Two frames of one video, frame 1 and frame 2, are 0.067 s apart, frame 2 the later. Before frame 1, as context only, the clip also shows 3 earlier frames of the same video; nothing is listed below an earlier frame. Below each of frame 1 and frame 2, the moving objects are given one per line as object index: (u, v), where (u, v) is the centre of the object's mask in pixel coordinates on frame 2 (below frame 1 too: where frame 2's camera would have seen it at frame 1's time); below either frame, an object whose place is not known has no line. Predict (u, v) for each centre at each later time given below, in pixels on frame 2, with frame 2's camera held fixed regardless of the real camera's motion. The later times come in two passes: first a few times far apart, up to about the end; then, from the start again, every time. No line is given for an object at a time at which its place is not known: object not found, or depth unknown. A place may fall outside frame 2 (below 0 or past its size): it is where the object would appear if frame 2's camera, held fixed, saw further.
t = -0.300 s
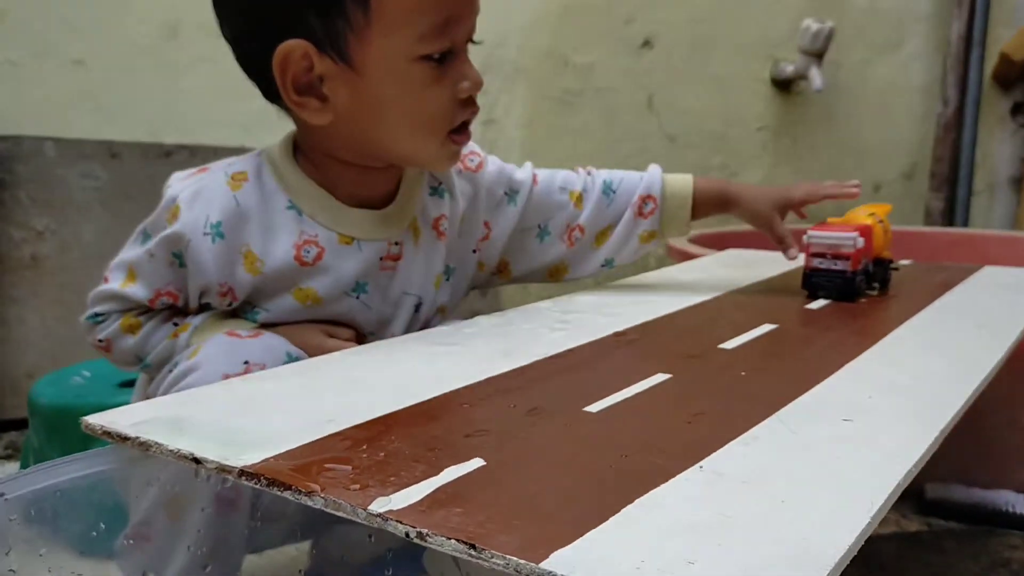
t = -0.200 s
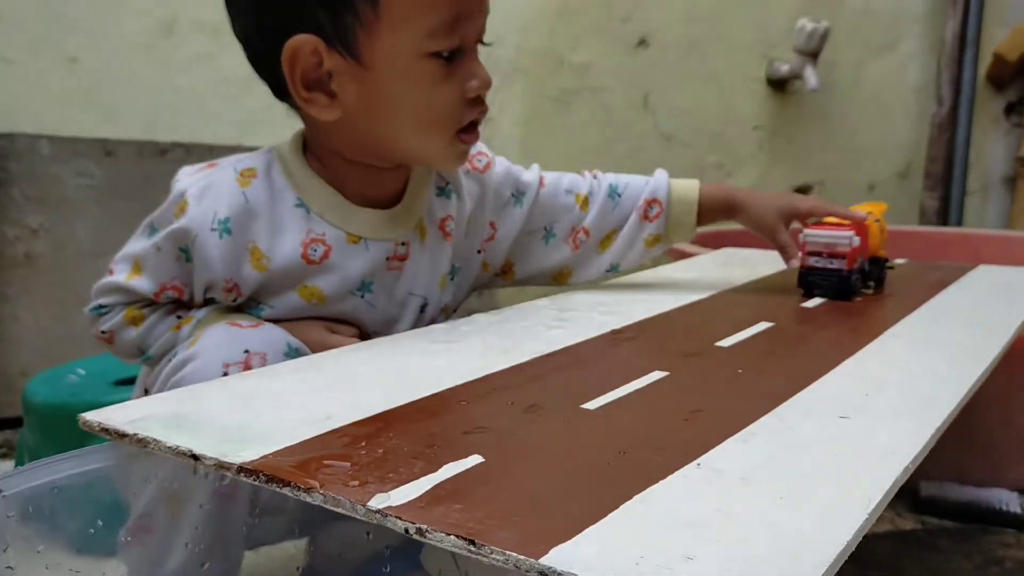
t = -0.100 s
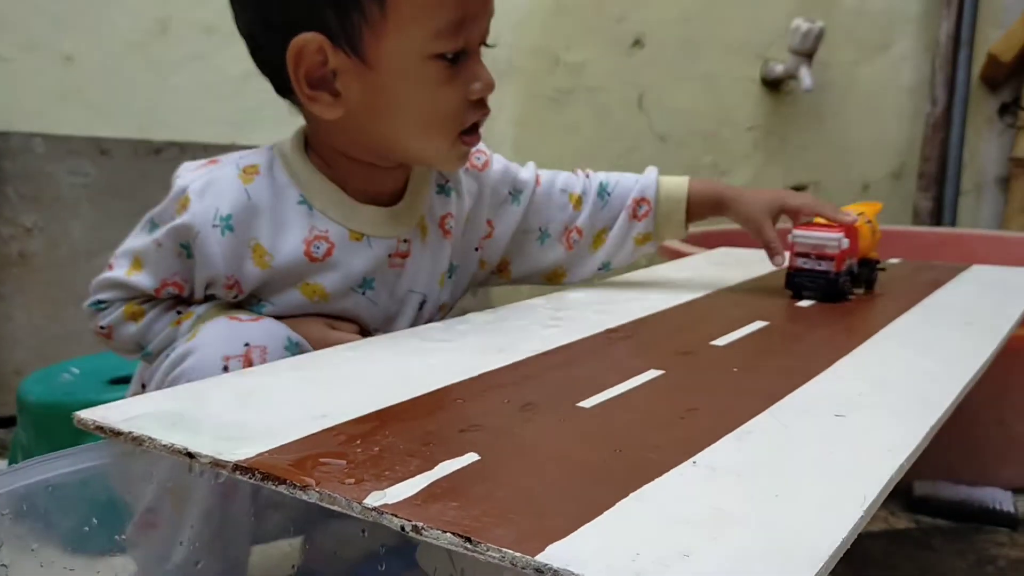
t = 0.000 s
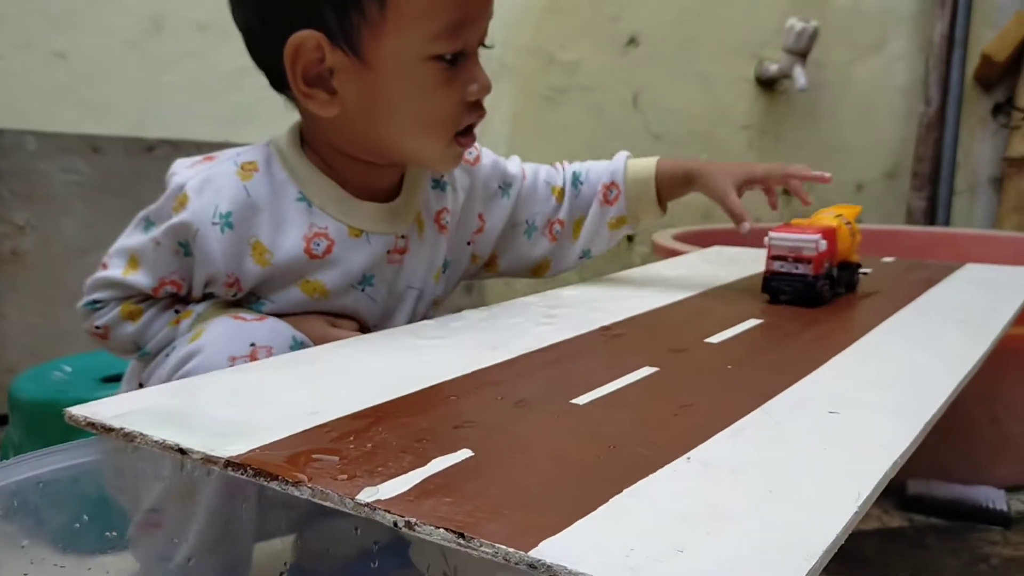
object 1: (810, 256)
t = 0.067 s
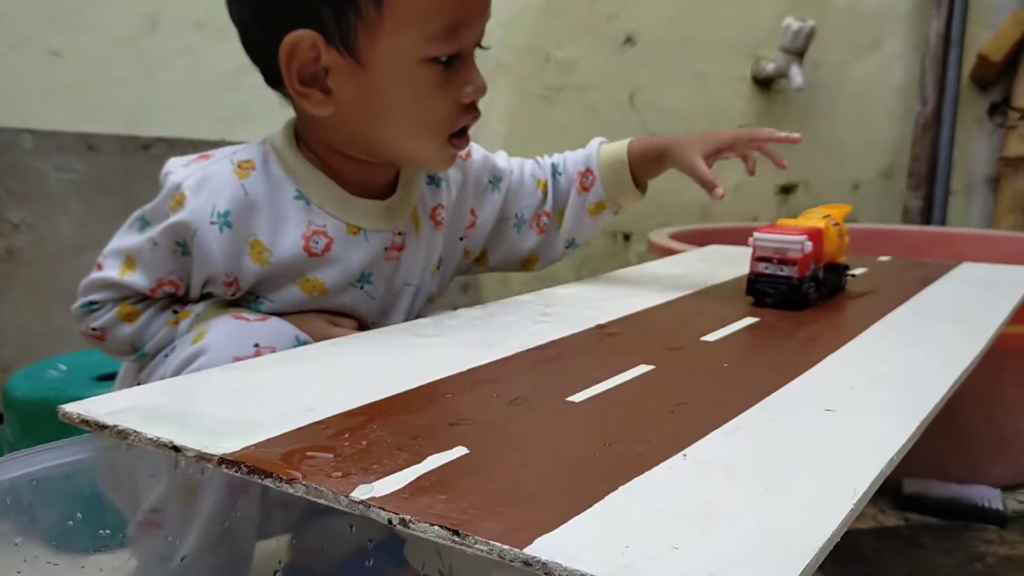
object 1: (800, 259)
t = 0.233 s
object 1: (771, 267)
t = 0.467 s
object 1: (725, 281)
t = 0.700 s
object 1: (669, 297)
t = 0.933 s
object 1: (598, 316)
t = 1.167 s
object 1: (514, 339)
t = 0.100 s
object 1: (794, 261)
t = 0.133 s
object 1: (788, 262)
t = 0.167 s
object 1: (783, 264)
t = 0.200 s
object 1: (777, 266)
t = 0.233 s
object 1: (771, 267)
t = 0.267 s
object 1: (765, 269)
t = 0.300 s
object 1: (759, 272)
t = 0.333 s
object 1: (753, 274)
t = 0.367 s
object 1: (746, 275)
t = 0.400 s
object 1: (739, 277)
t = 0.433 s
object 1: (732, 279)
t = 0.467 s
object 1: (725, 281)
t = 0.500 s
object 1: (718, 283)
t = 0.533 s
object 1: (710, 285)
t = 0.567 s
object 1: (702, 287)
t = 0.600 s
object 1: (694, 290)
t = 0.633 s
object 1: (685, 292)
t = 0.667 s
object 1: (677, 295)
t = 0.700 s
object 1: (669, 297)
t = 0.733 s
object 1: (660, 300)
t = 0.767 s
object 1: (650, 302)
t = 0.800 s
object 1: (640, 305)
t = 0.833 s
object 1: (630, 307)
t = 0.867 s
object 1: (620, 310)
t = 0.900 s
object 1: (609, 313)
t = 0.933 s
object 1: (598, 316)
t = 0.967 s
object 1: (586, 320)
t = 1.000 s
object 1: (574, 323)
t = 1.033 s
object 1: (564, 324)
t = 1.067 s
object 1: (553, 327)
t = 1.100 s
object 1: (540, 332)
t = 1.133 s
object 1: (527, 336)
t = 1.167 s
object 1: (514, 339)
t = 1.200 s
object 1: (500, 342)
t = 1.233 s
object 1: (486, 346)
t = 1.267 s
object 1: (473, 349)
